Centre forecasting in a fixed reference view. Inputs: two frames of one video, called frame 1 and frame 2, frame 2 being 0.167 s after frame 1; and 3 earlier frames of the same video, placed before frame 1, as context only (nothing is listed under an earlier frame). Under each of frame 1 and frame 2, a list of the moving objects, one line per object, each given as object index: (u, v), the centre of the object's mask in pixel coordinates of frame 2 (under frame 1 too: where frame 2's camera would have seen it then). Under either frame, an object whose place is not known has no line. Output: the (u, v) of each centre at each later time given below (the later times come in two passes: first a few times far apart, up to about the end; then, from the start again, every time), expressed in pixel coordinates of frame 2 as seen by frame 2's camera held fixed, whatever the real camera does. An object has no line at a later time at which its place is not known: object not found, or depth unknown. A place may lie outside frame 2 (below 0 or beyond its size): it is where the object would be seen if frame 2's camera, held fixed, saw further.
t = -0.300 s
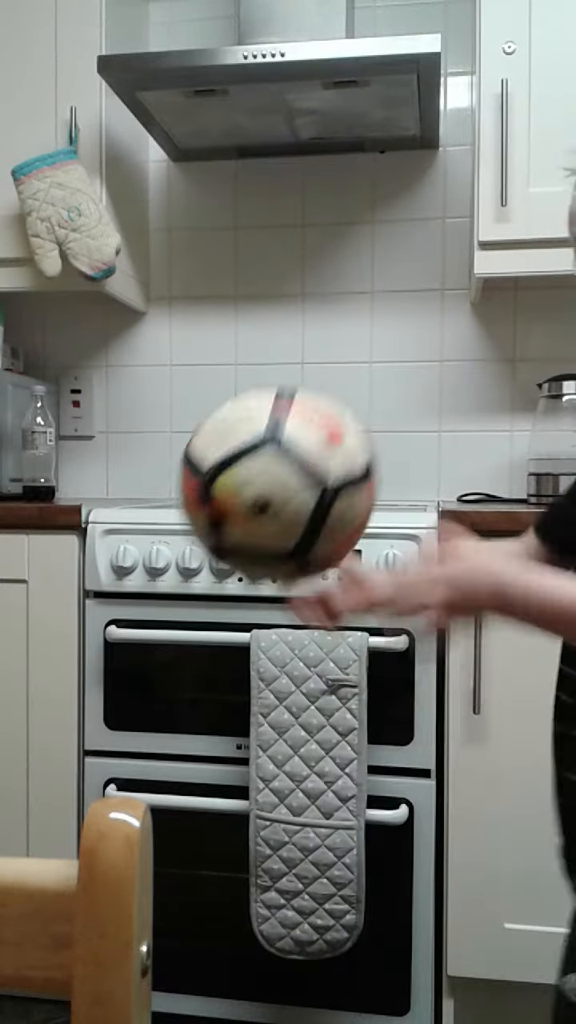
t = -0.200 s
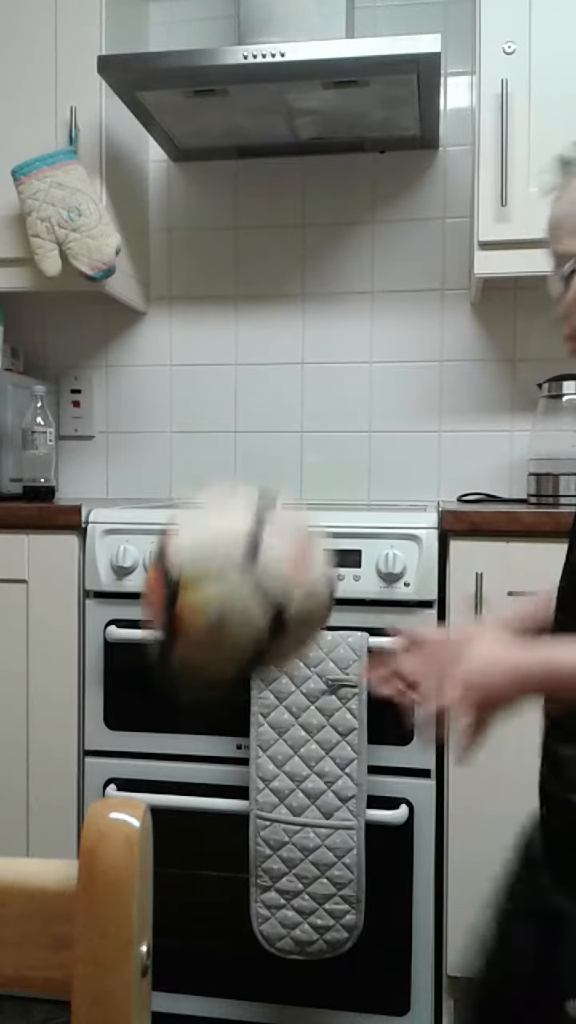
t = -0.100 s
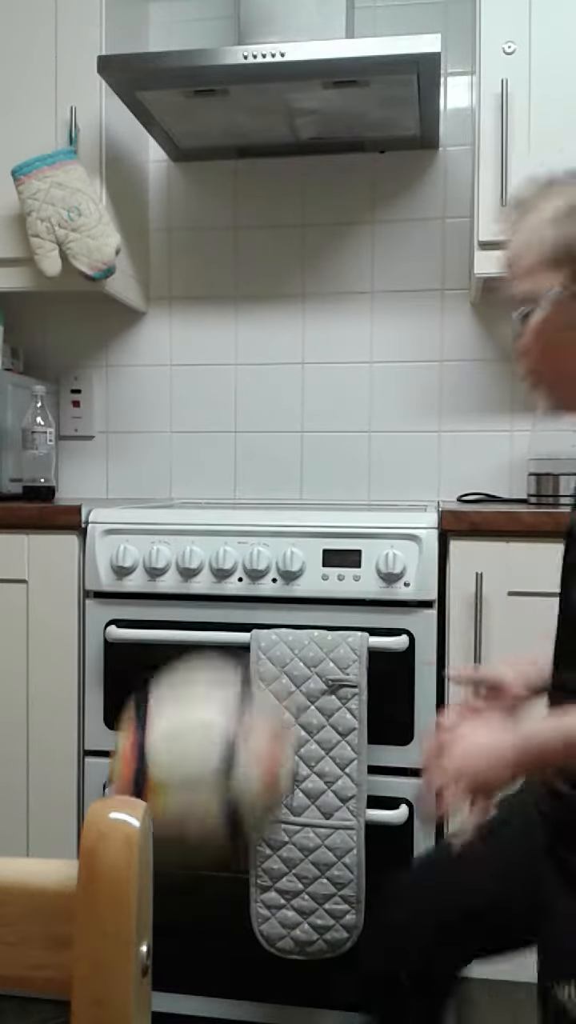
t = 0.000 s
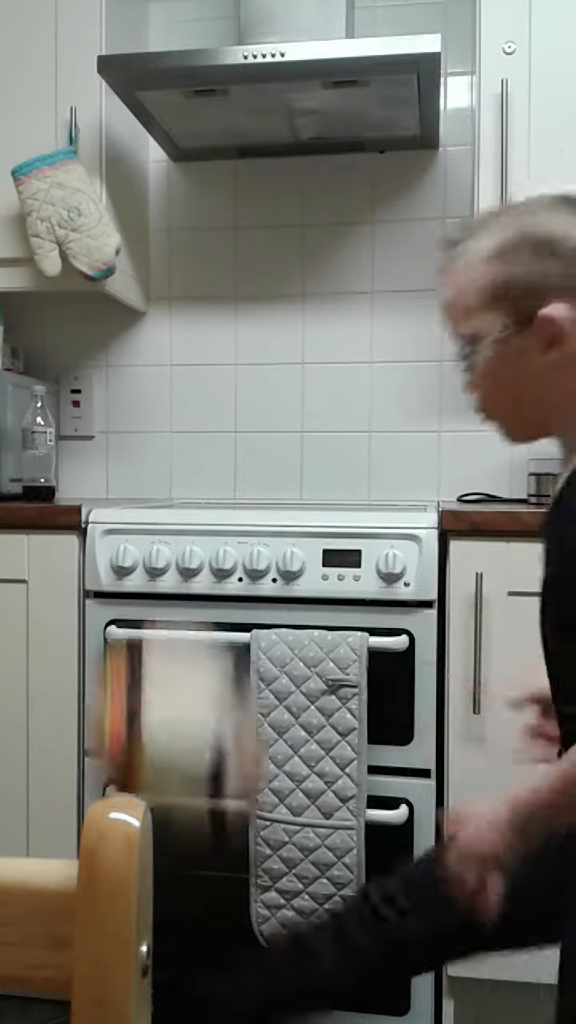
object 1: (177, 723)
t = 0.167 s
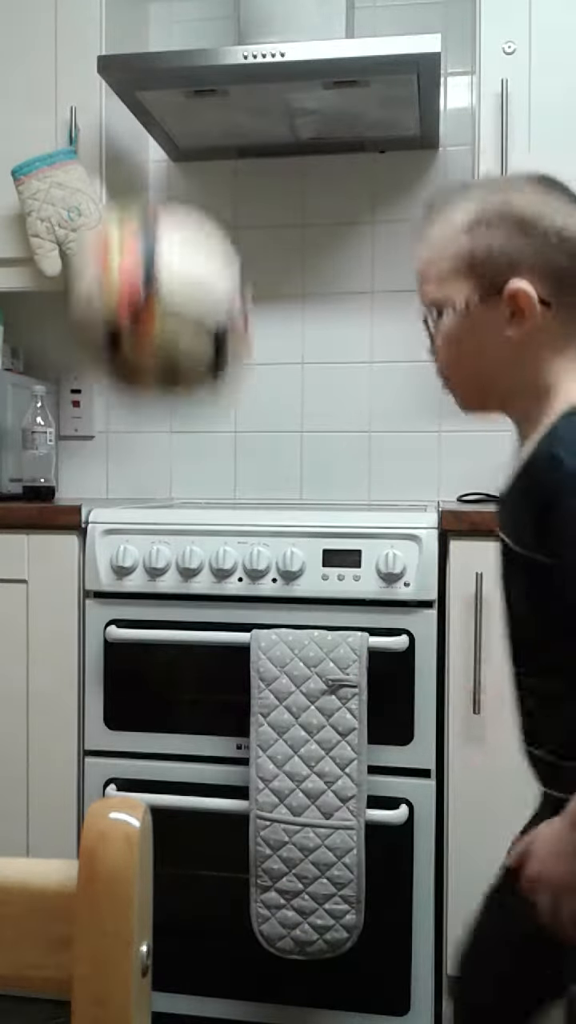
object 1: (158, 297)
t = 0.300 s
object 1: (144, 135)
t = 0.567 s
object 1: (112, 237)
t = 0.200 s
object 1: (154, 242)
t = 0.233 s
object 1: (152, 200)
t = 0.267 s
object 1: (147, 161)
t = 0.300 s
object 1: (144, 135)
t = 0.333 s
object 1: (139, 116)
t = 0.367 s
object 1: (134, 108)
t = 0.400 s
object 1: (131, 107)
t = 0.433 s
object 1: (128, 115)
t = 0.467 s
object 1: (125, 130)
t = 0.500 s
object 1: (121, 156)
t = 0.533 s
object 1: (116, 191)
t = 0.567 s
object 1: (112, 237)
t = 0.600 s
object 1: (106, 287)
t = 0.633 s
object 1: (105, 345)
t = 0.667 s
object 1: (102, 412)
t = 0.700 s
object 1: (99, 490)
